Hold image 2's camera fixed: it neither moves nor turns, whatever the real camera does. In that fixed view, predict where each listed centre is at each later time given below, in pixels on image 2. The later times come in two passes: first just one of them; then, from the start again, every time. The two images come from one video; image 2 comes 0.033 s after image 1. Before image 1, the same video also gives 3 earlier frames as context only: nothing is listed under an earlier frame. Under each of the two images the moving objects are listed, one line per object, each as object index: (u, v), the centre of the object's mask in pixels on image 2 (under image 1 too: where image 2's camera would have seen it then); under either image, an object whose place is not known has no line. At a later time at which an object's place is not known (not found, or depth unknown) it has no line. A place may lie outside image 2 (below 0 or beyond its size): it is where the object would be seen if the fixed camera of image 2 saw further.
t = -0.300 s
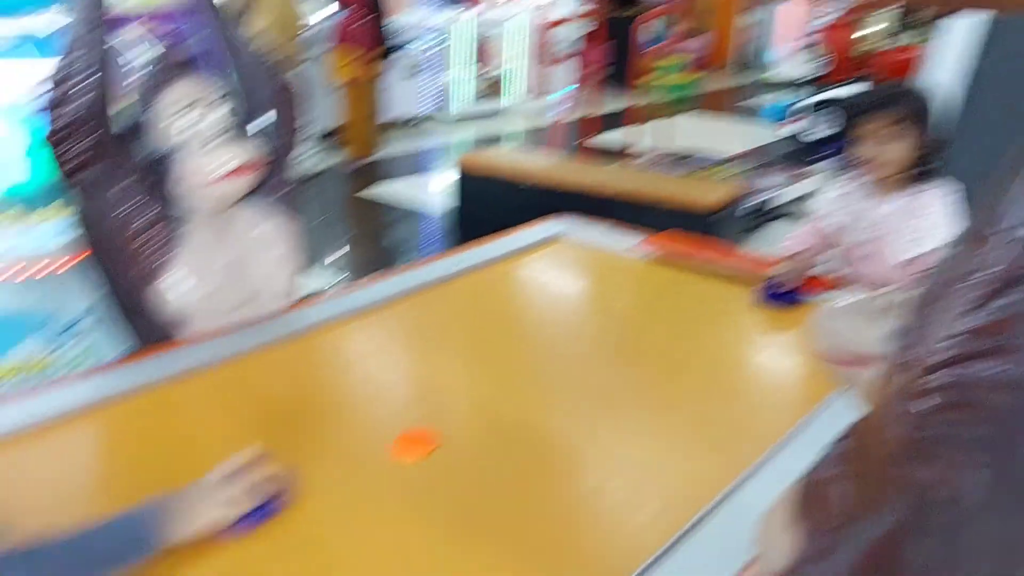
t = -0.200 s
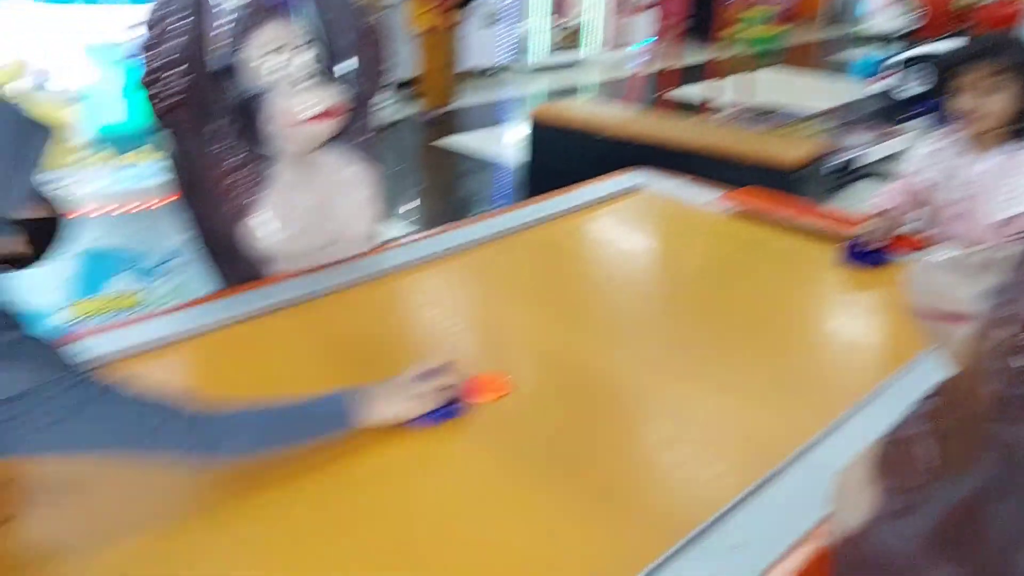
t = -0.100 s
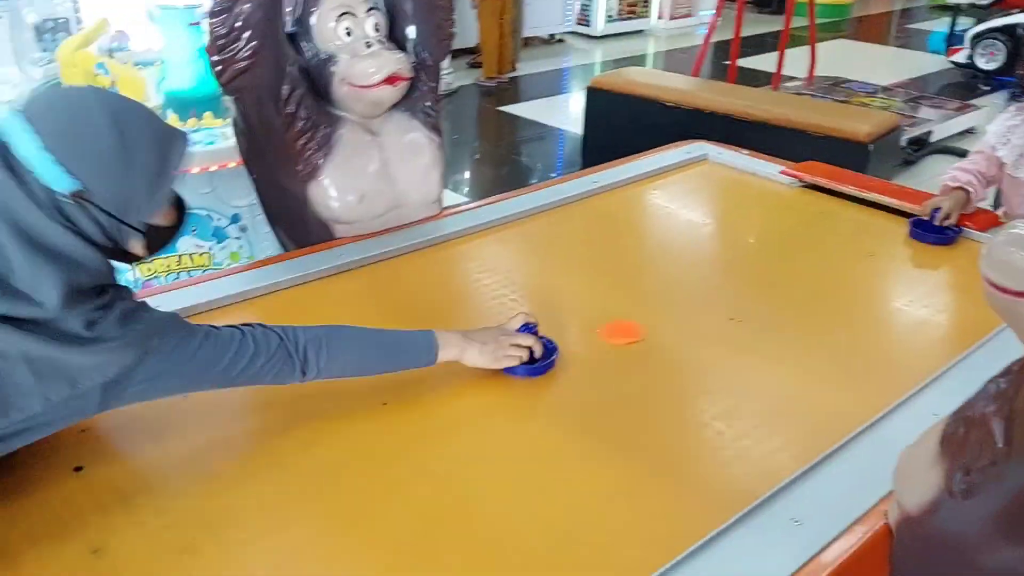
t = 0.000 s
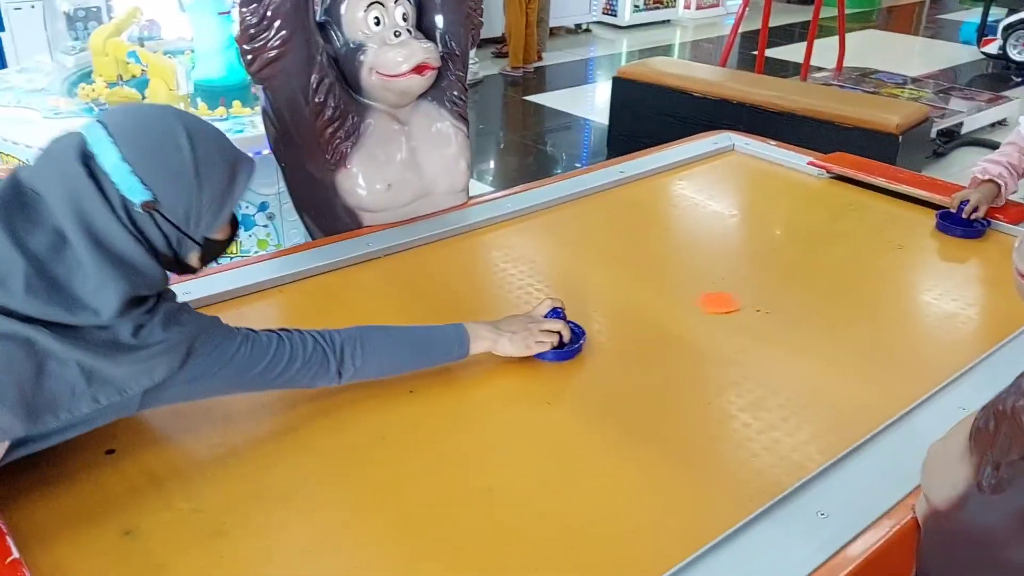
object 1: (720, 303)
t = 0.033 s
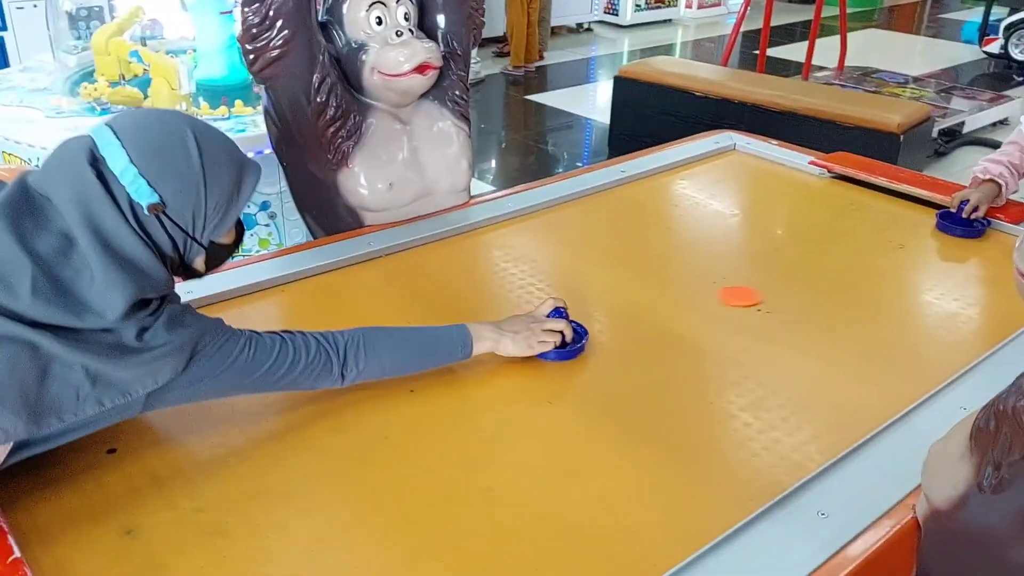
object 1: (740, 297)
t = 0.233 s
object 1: (825, 270)
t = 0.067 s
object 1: (757, 291)
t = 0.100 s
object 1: (775, 286)
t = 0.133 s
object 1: (789, 282)
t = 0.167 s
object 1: (802, 278)
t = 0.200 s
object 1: (815, 273)
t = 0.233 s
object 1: (825, 270)
